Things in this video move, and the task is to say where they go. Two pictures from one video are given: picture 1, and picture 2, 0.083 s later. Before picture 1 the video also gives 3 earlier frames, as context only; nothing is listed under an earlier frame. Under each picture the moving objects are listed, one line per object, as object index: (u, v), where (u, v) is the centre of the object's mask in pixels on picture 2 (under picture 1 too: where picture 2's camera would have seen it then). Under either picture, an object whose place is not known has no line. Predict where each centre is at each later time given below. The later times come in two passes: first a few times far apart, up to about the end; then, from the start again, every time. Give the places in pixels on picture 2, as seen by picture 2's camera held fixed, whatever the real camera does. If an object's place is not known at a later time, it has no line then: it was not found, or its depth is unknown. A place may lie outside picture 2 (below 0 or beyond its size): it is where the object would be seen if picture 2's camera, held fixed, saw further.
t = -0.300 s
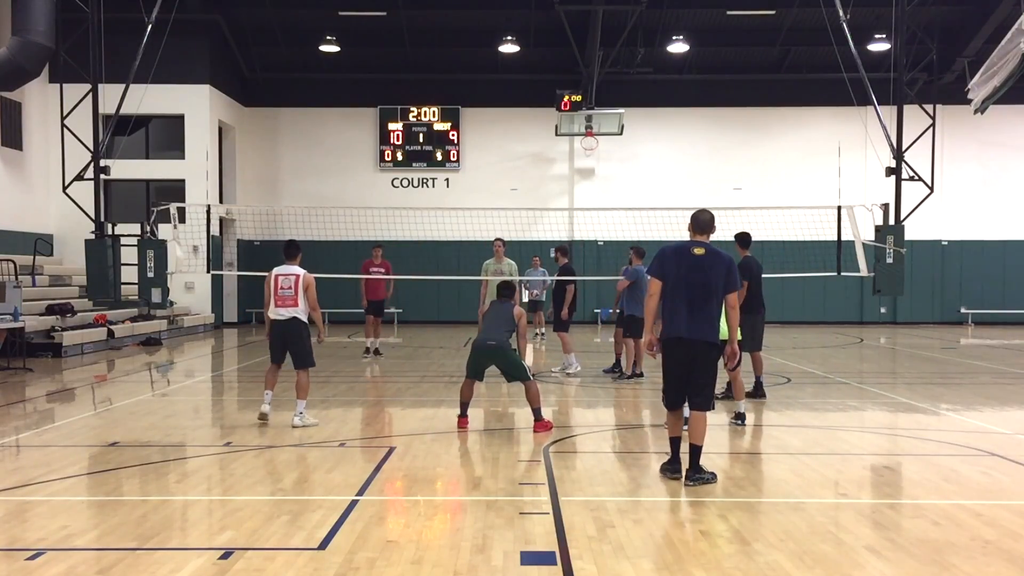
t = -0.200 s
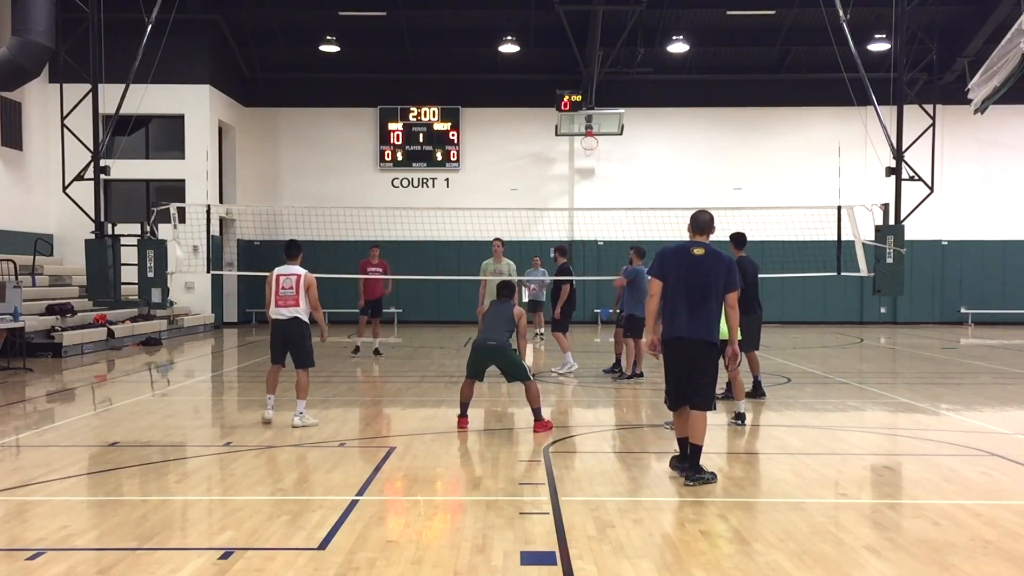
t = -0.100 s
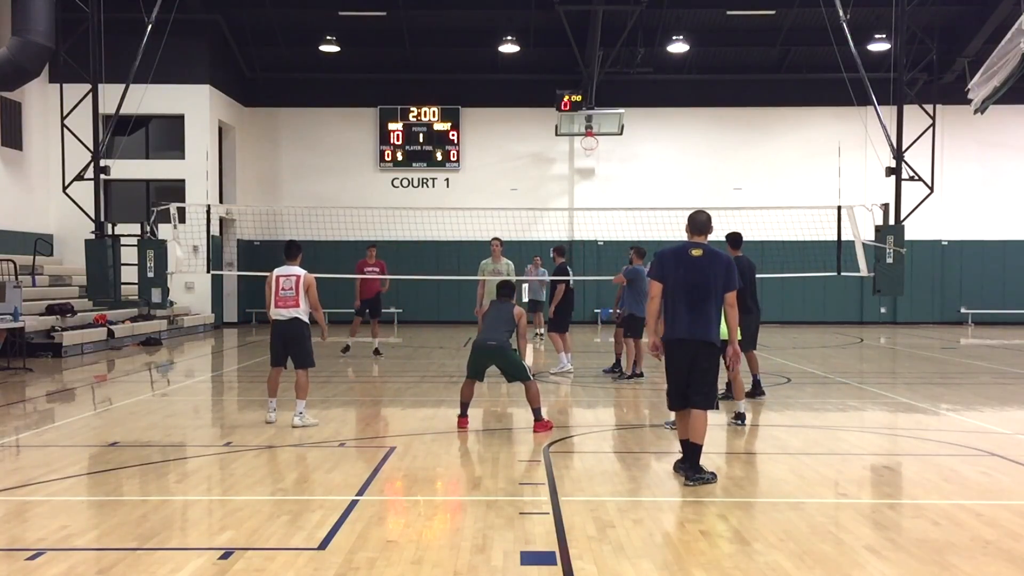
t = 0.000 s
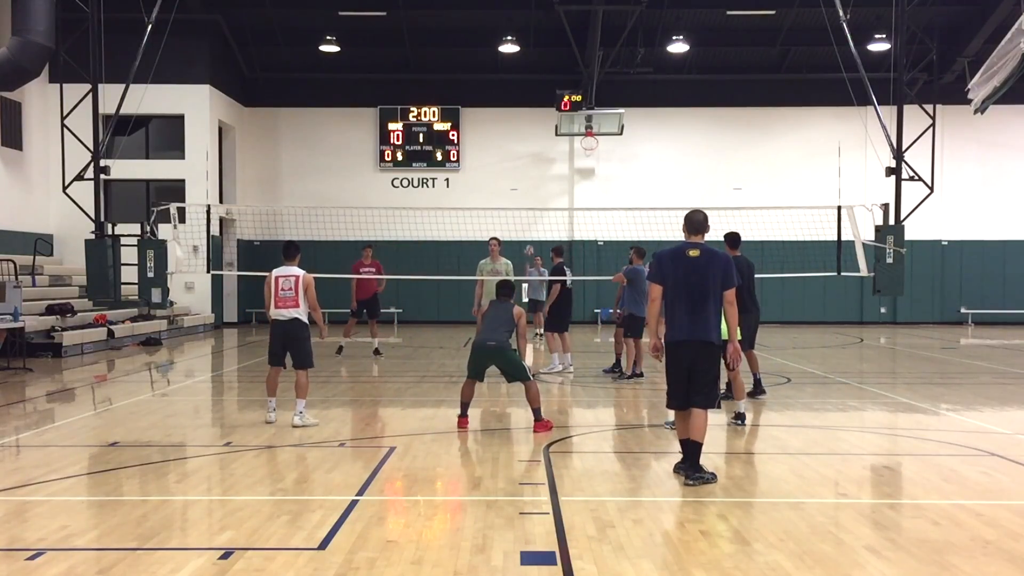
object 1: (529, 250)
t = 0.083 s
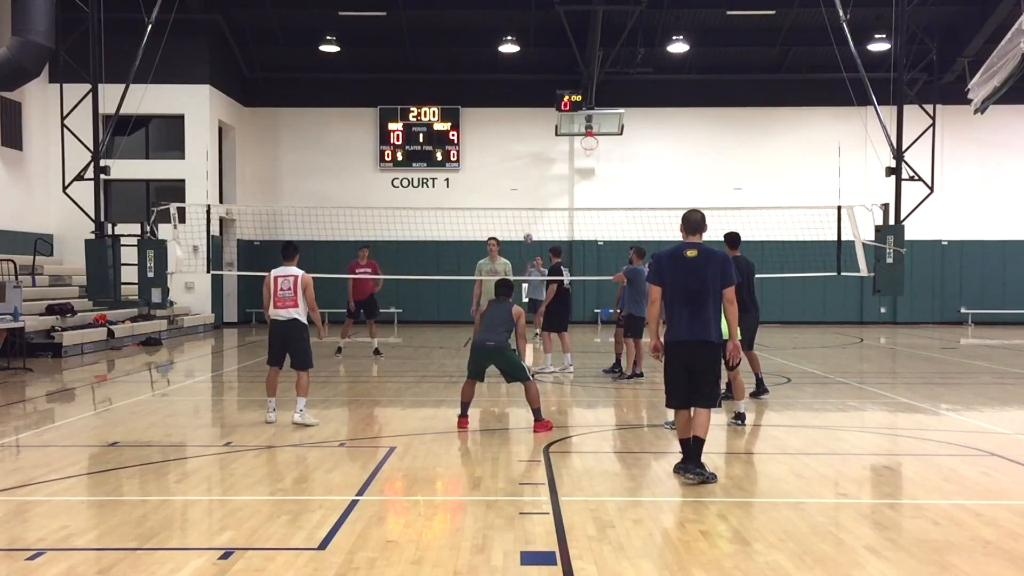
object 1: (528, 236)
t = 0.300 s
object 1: (526, 220)
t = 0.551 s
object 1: (523, 224)
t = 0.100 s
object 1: (528, 235)
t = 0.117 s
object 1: (529, 231)
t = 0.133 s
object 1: (529, 230)
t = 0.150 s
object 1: (529, 229)
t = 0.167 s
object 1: (529, 228)
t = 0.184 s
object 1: (528, 226)
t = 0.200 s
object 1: (527, 225)
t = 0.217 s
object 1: (527, 223)
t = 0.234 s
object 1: (527, 222)
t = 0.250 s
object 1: (527, 221)
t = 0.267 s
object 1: (527, 220)
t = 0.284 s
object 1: (527, 220)
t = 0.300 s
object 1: (526, 220)
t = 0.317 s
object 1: (526, 219)
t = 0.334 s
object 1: (526, 219)
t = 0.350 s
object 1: (525, 218)
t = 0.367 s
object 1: (525, 218)
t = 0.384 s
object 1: (525, 218)
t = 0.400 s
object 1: (525, 218)
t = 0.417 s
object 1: (525, 218)
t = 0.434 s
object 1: (525, 218)
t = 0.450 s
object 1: (524, 219)
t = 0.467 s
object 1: (524, 219)
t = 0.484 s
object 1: (524, 220)
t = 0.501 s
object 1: (524, 221)
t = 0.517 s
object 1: (524, 221)
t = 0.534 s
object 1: (524, 223)
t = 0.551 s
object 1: (523, 224)
